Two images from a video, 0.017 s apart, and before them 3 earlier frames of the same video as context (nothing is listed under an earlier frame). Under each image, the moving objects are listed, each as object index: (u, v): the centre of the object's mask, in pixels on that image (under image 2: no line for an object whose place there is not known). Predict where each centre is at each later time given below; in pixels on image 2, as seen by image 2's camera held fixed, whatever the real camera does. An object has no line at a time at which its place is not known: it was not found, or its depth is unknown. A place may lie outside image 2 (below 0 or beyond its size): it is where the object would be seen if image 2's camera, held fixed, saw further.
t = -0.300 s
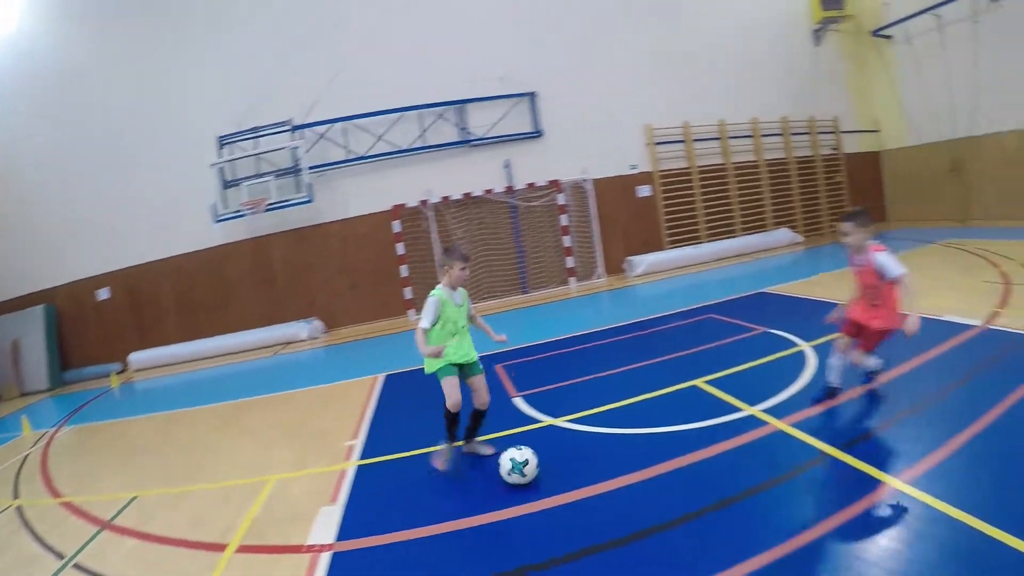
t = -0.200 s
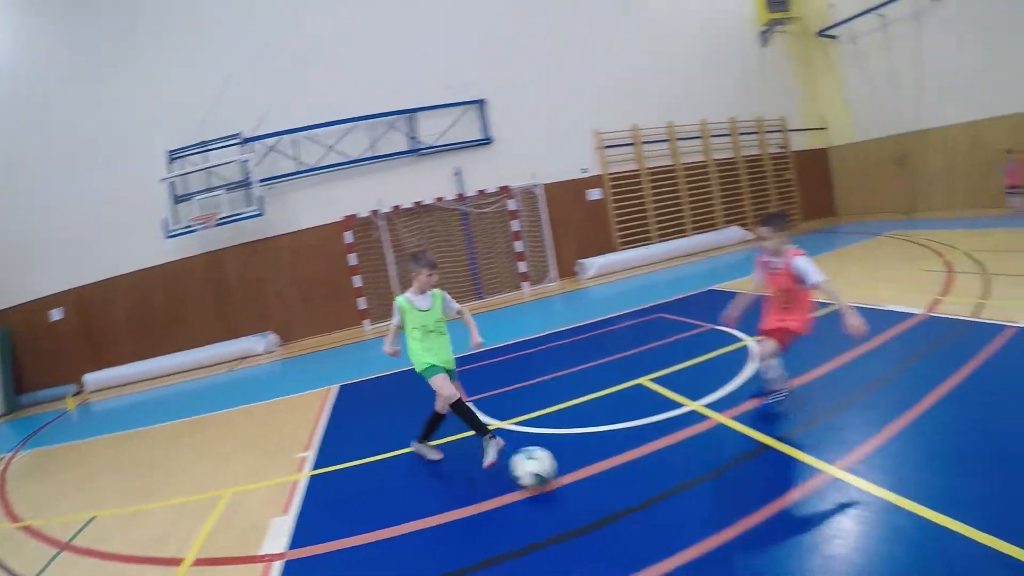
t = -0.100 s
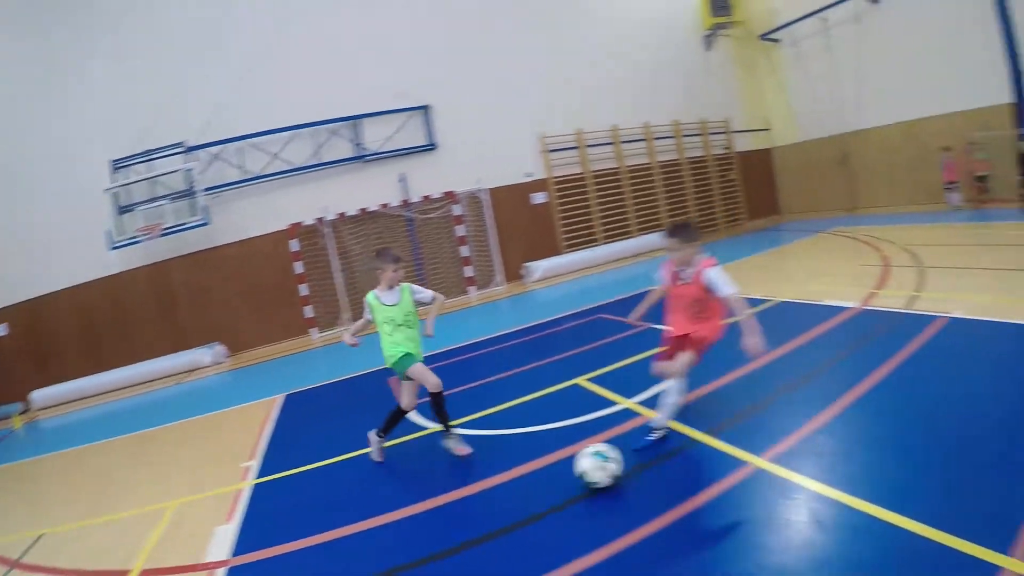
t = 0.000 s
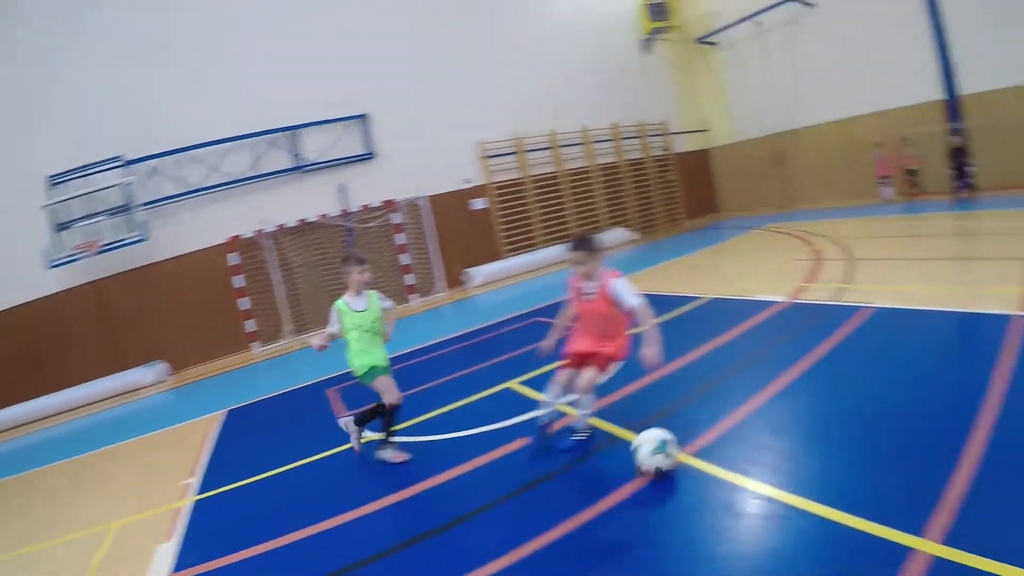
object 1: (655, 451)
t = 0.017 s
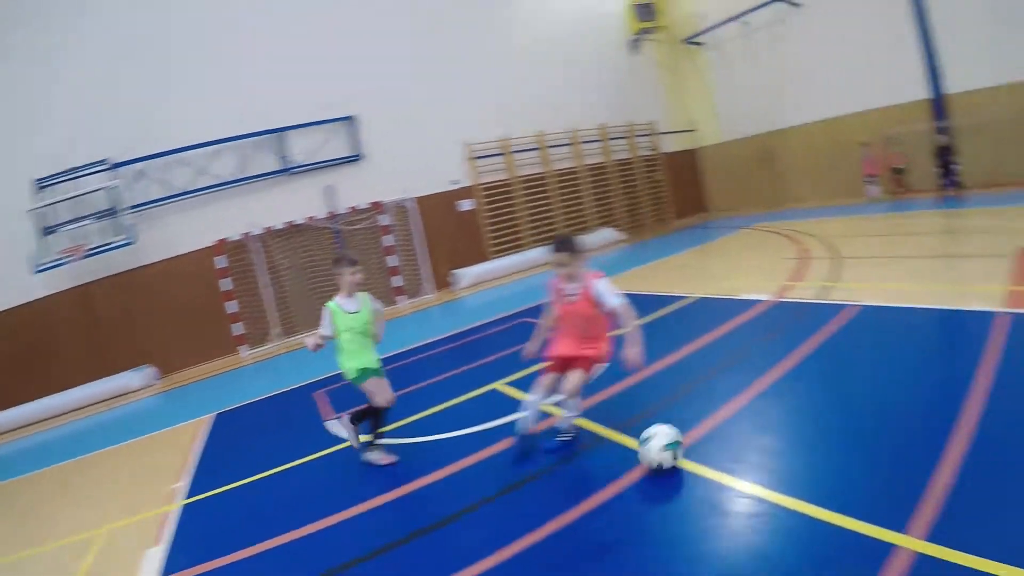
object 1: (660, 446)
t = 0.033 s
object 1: (680, 445)
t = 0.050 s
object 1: (699, 443)
